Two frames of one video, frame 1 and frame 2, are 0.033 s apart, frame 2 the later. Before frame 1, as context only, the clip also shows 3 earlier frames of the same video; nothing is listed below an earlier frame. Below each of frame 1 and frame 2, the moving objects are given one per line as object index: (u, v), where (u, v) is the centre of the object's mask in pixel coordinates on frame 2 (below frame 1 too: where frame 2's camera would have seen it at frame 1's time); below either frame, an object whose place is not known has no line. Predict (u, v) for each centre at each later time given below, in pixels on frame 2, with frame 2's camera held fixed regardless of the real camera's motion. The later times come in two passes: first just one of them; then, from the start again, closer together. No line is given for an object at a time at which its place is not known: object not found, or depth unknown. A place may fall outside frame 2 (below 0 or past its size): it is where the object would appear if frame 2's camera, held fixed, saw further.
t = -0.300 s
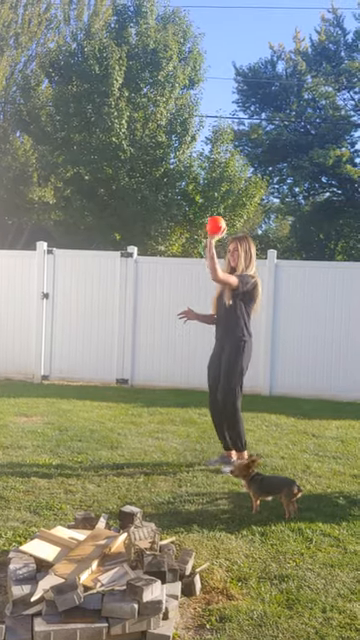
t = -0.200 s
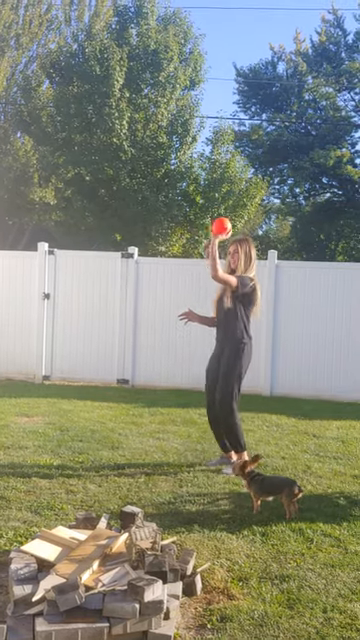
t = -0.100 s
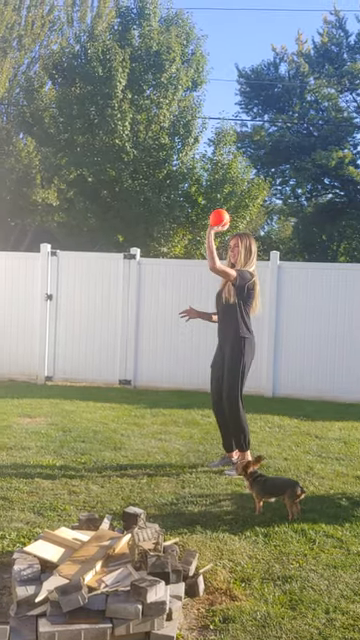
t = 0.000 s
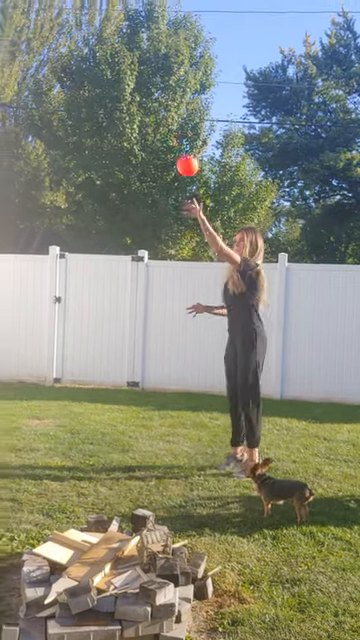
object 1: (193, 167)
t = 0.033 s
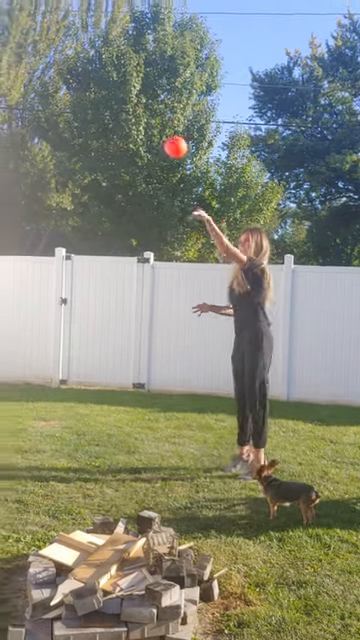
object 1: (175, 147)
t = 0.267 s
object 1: (42, 47)
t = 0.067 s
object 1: (157, 128)
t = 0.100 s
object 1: (138, 111)
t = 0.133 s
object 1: (119, 95)
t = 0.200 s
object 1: (80, 68)
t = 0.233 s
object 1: (62, 57)
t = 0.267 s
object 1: (42, 47)
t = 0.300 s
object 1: (24, 38)
